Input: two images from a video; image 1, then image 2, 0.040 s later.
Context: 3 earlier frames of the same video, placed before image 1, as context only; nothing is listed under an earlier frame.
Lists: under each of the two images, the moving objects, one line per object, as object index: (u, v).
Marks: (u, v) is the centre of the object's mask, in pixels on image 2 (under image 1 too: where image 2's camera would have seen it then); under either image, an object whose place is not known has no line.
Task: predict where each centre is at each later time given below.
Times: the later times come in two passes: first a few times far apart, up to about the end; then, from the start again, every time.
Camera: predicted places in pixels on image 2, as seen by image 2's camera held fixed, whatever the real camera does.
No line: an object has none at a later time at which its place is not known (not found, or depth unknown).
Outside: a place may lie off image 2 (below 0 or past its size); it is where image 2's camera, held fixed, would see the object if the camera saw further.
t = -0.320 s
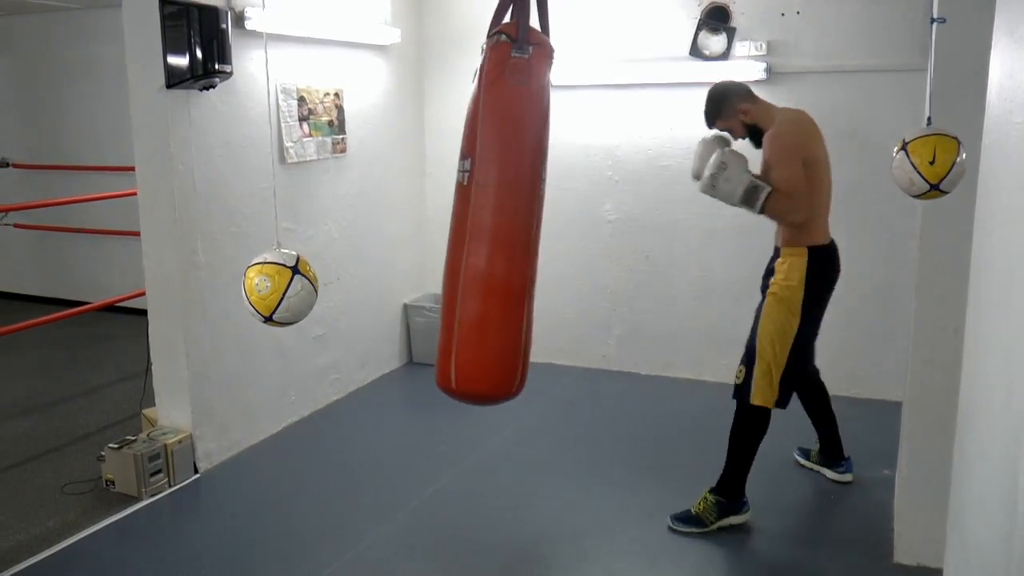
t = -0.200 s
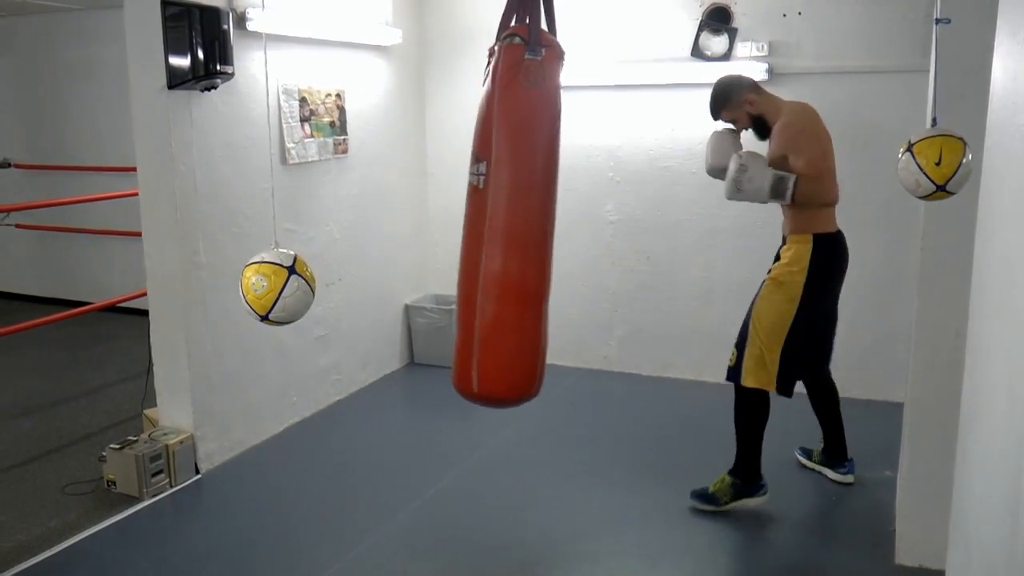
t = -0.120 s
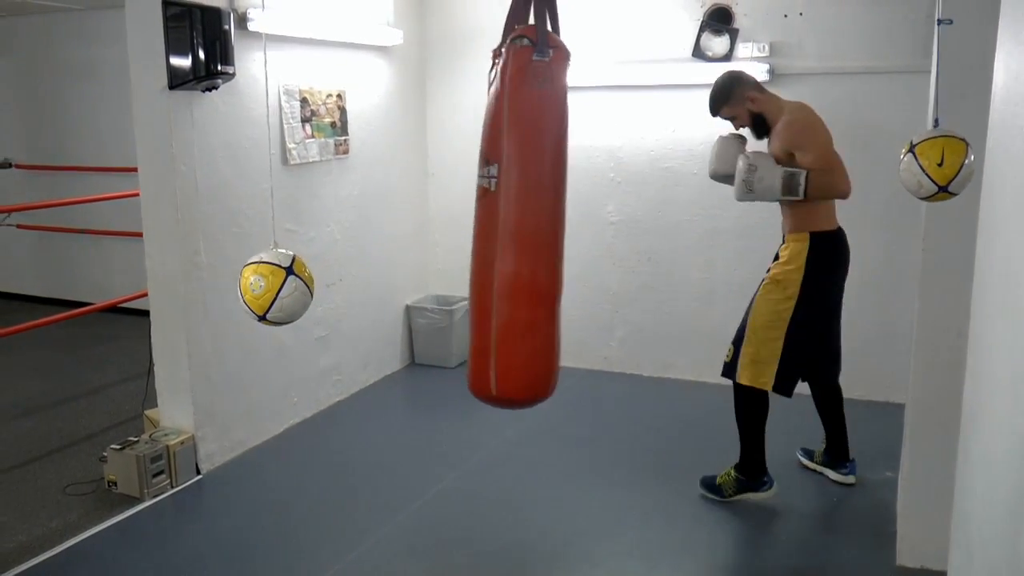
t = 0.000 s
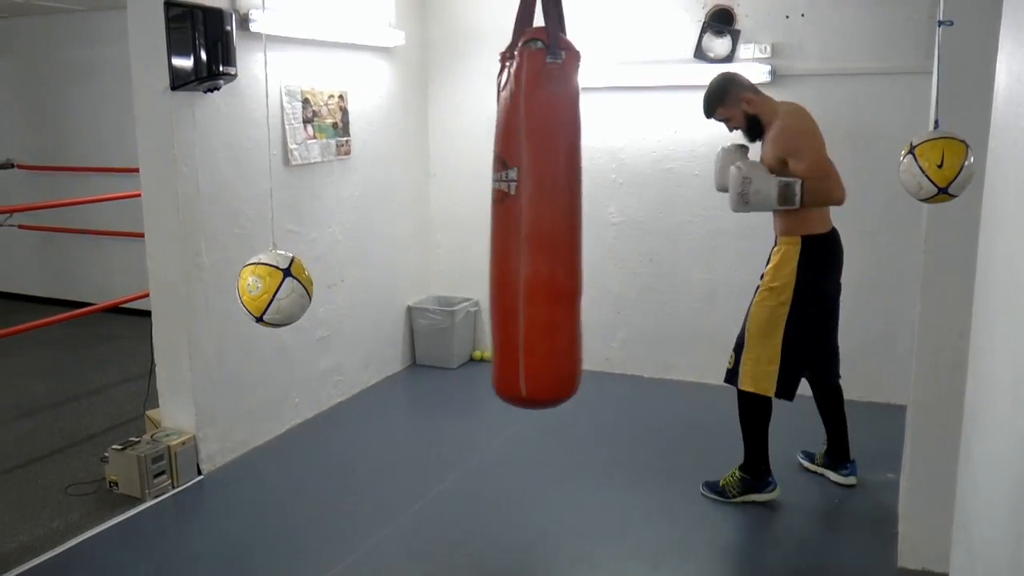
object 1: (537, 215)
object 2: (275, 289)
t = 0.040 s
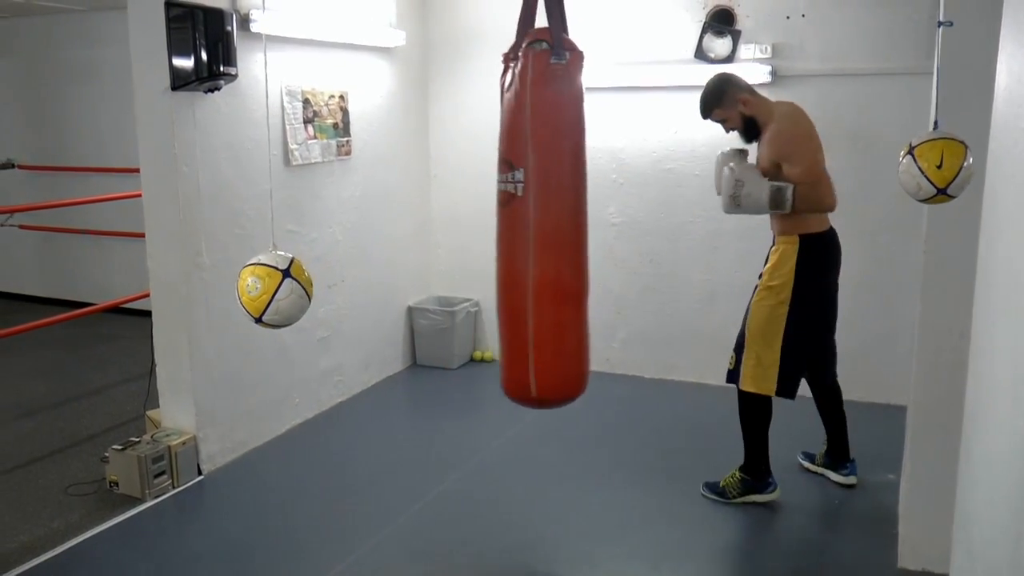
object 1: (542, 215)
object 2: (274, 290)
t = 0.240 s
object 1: (568, 211)
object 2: (273, 294)
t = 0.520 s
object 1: (589, 201)
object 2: (277, 302)
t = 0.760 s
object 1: (590, 194)
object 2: (285, 307)
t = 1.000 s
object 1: (576, 195)
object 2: (293, 308)
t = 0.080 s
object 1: (548, 215)
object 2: (274, 290)
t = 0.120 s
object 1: (553, 214)
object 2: (273, 291)
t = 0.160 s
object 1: (558, 214)
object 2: (273, 292)
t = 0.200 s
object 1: (563, 213)
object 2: (273, 293)
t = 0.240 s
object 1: (568, 211)
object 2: (273, 294)
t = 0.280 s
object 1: (572, 210)
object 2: (273, 296)
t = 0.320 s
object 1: (576, 208)
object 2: (274, 297)
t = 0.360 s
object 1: (579, 207)
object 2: (274, 298)
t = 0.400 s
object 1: (582, 205)
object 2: (275, 299)
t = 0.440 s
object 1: (585, 203)
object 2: (276, 300)
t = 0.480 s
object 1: (587, 202)
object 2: (277, 301)
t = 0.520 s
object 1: (589, 201)
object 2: (277, 302)
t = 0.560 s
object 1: (590, 199)
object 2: (279, 303)
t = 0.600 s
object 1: (591, 196)
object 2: (280, 304)
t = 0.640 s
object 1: (591, 195)
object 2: (281, 305)
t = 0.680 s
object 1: (591, 194)
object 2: (283, 305)
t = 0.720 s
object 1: (591, 194)
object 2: (284, 306)
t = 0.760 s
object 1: (590, 194)
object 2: (285, 307)
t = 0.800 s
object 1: (589, 193)
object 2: (287, 307)
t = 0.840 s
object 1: (587, 193)
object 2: (288, 307)
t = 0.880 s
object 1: (584, 193)
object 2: (289, 307)
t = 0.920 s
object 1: (582, 194)
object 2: (291, 308)
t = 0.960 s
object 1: (579, 194)
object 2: (292, 308)
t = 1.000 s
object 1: (576, 195)
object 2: (293, 308)
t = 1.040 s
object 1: (572, 195)
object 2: (294, 308)
